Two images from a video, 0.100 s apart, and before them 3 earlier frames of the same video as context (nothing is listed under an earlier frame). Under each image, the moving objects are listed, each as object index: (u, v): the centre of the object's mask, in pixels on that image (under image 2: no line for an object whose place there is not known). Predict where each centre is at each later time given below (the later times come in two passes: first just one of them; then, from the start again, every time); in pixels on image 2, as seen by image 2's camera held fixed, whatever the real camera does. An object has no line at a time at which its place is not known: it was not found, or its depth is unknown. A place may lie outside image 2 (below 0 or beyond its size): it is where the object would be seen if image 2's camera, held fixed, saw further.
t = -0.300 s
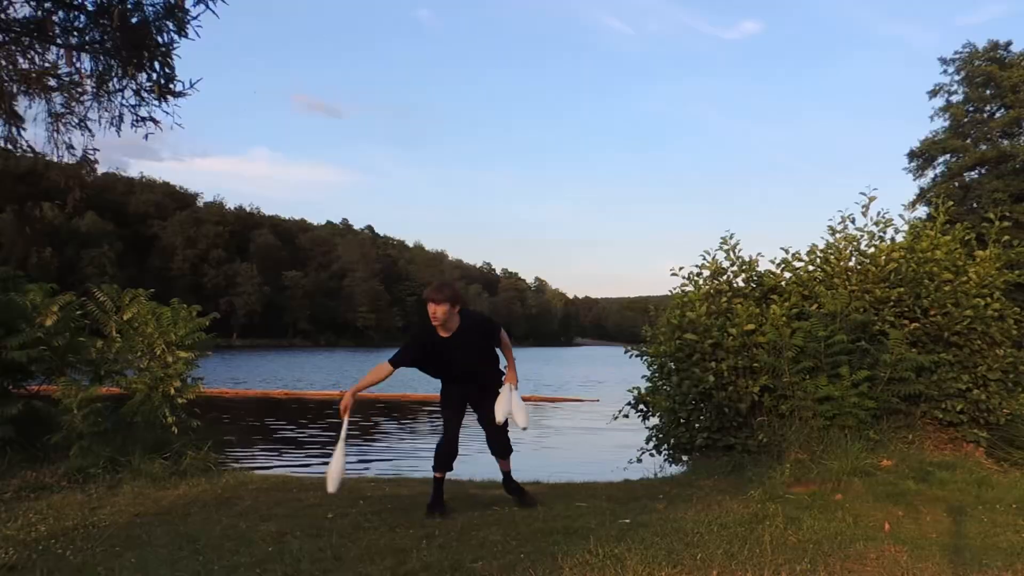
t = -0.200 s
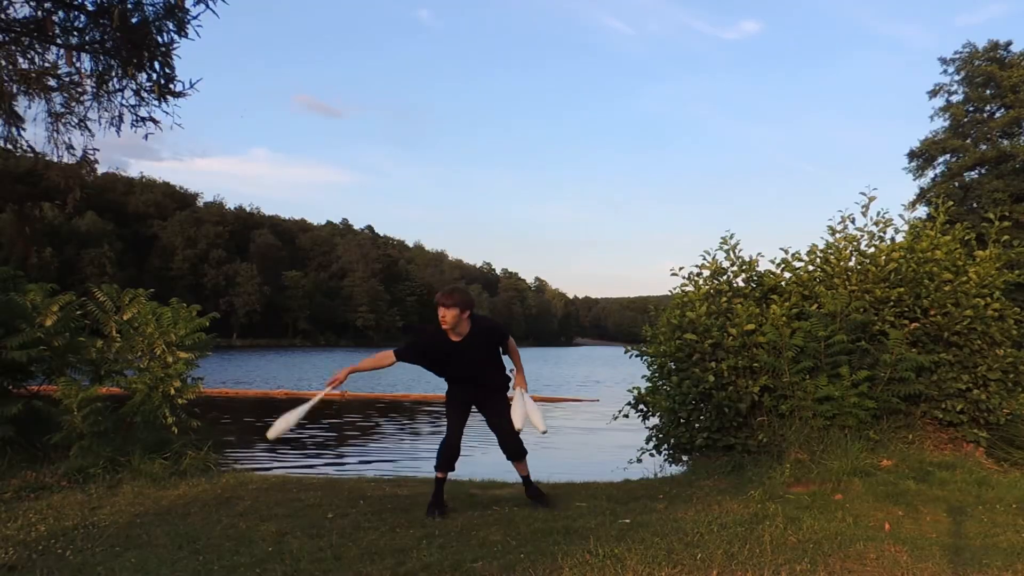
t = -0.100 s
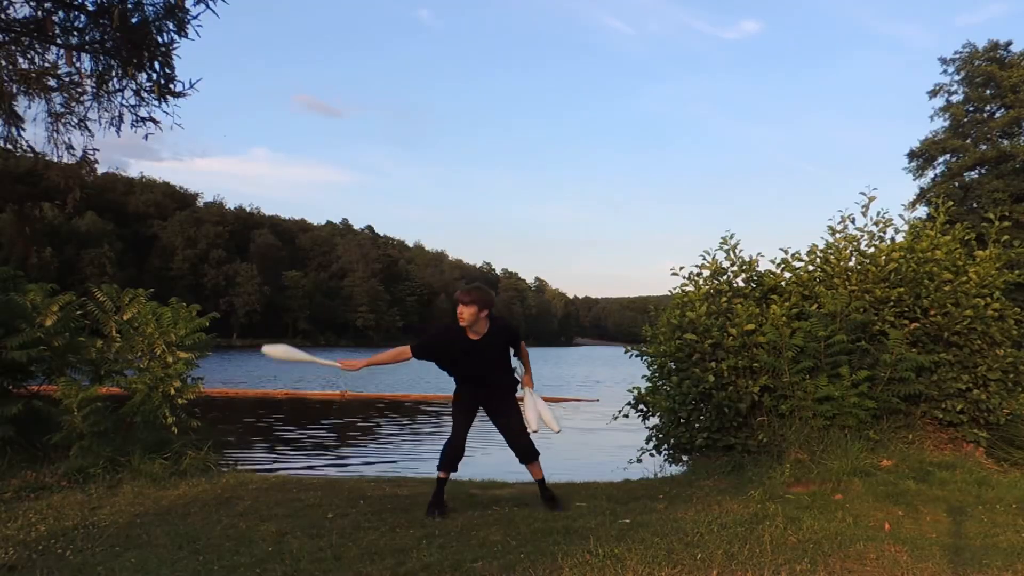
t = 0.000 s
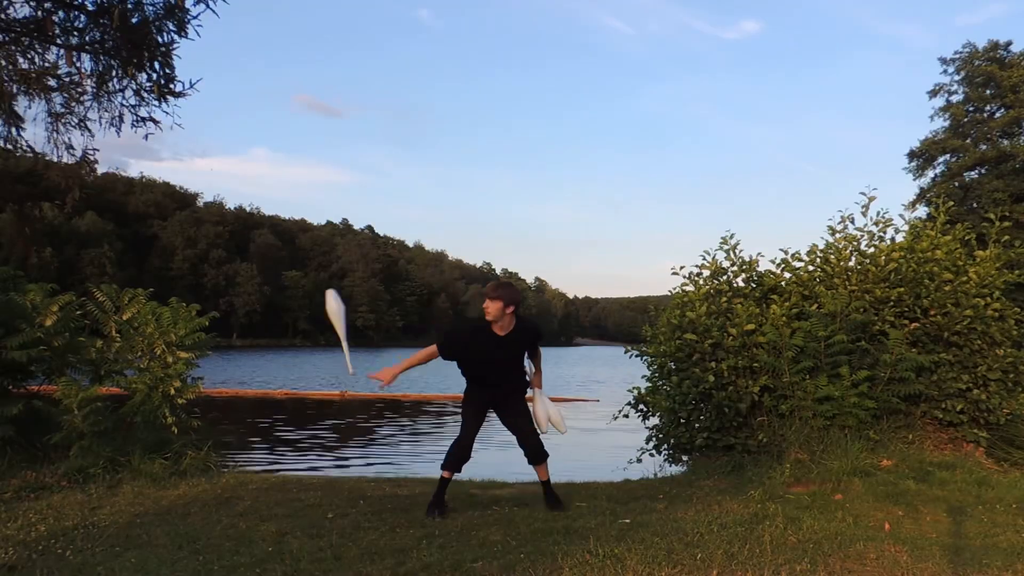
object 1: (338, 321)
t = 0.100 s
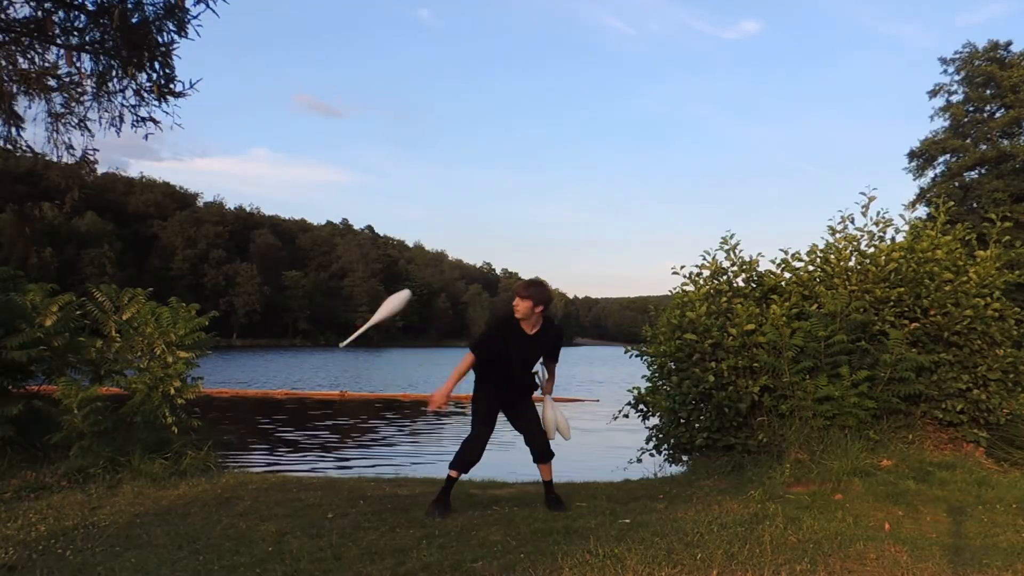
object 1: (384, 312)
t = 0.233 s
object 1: (434, 329)
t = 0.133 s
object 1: (397, 314)
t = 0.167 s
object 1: (410, 318)
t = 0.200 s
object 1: (422, 323)
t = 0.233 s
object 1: (434, 329)
